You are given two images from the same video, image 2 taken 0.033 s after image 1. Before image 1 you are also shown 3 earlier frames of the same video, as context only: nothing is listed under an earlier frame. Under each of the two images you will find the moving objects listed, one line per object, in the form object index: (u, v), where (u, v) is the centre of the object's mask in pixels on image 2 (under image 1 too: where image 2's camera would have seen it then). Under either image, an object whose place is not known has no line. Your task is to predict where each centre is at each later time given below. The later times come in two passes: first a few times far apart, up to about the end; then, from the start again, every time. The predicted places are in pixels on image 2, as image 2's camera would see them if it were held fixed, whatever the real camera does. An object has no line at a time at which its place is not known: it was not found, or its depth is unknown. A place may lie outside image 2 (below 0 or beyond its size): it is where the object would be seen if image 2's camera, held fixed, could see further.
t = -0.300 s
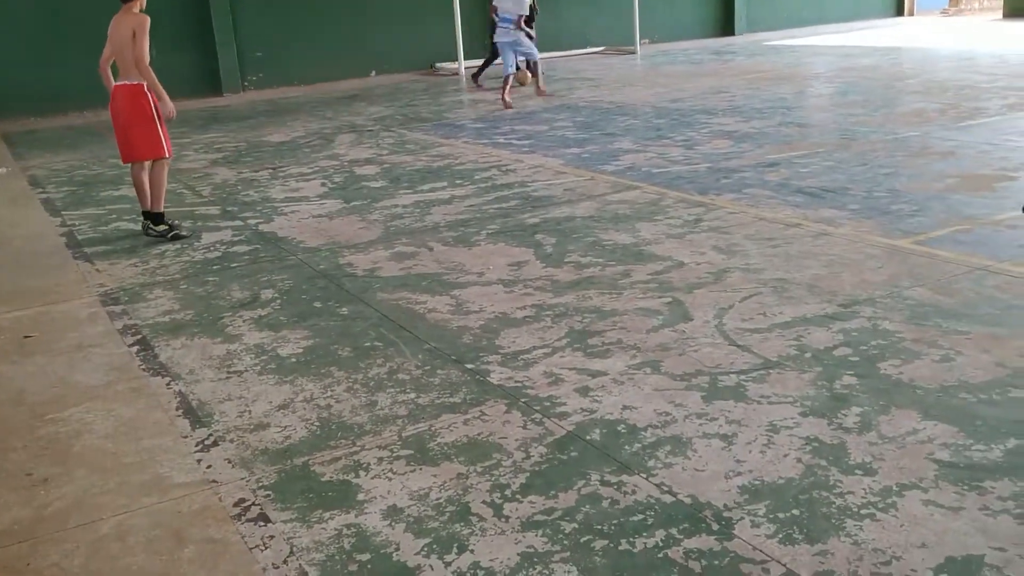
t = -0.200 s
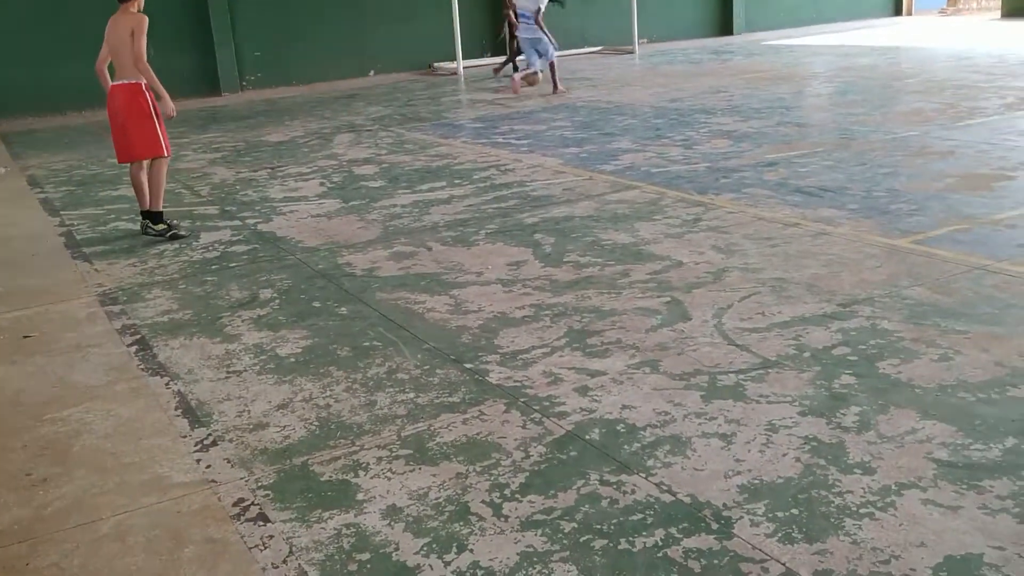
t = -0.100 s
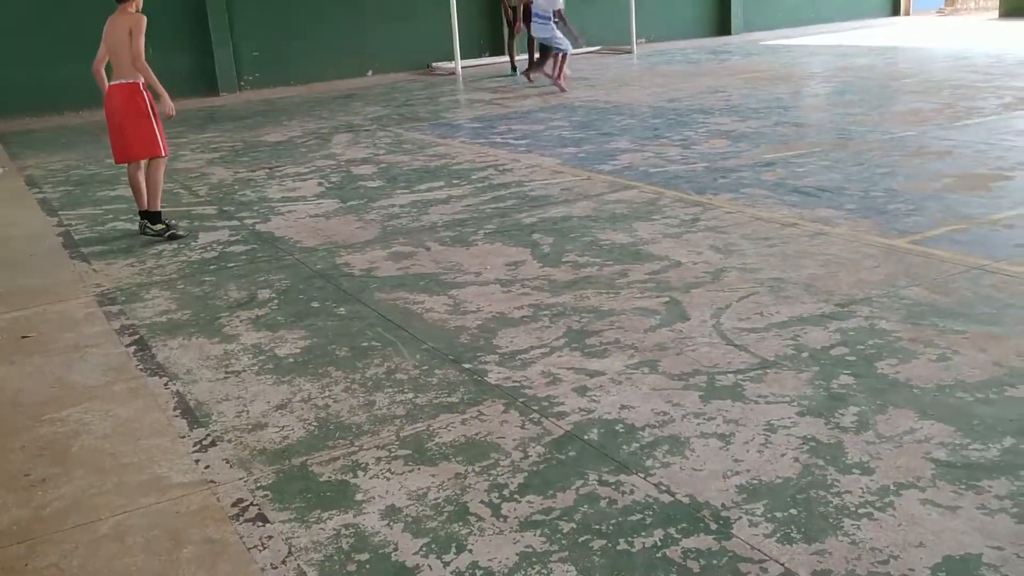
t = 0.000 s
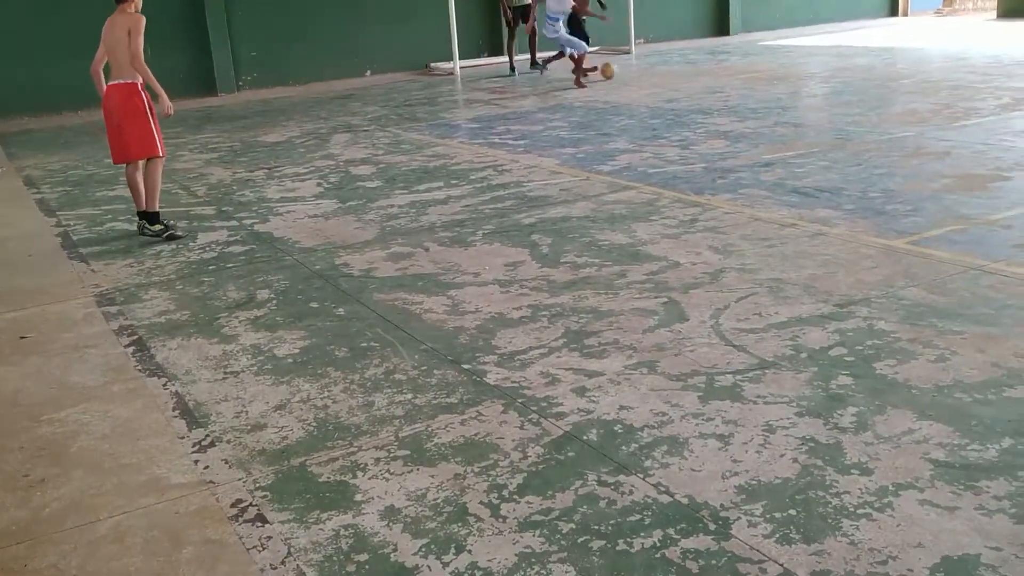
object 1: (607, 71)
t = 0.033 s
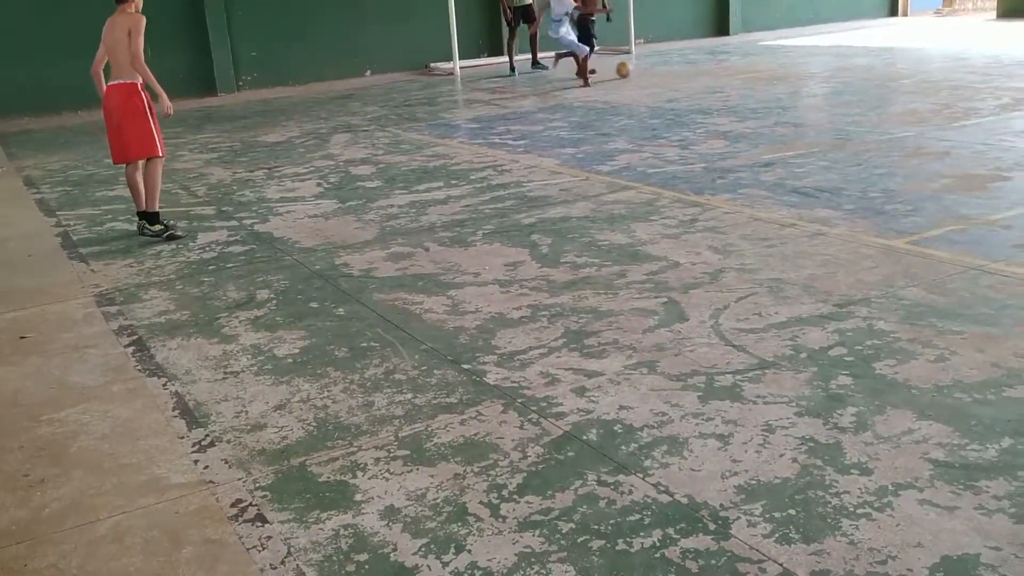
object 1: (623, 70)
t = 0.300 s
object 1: (729, 61)
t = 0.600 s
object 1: (827, 55)
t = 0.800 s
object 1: (893, 52)
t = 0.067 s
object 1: (638, 68)
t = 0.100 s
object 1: (653, 67)
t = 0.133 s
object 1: (667, 66)
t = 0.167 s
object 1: (681, 65)
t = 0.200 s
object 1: (693, 63)
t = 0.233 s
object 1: (705, 63)
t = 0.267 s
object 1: (717, 62)
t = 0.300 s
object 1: (729, 61)
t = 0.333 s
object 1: (740, 61)
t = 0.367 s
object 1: (751, 61)
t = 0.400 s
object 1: (761, 60)
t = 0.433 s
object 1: (772, 59)
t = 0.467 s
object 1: (783, 59)
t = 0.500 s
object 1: (795, 57)
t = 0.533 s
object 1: (805, 57)
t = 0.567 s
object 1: (816, 56)
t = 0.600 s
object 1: (827, 55)
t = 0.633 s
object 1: (838, 55)
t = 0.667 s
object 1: (849, 54)
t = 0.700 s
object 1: (860, 54)
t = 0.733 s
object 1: (871, 53)
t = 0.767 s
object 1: (882, 52)
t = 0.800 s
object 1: (893, 52)
